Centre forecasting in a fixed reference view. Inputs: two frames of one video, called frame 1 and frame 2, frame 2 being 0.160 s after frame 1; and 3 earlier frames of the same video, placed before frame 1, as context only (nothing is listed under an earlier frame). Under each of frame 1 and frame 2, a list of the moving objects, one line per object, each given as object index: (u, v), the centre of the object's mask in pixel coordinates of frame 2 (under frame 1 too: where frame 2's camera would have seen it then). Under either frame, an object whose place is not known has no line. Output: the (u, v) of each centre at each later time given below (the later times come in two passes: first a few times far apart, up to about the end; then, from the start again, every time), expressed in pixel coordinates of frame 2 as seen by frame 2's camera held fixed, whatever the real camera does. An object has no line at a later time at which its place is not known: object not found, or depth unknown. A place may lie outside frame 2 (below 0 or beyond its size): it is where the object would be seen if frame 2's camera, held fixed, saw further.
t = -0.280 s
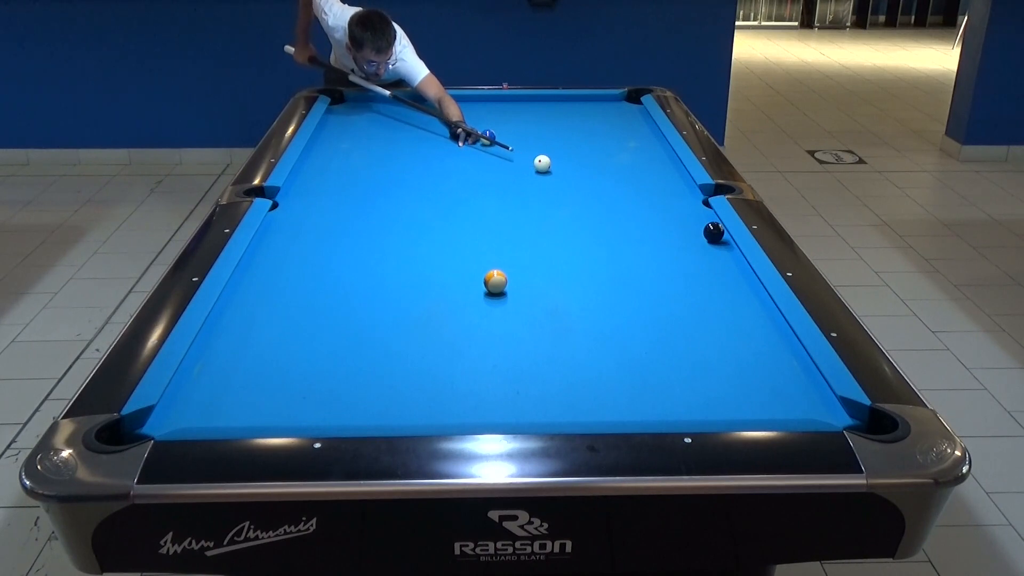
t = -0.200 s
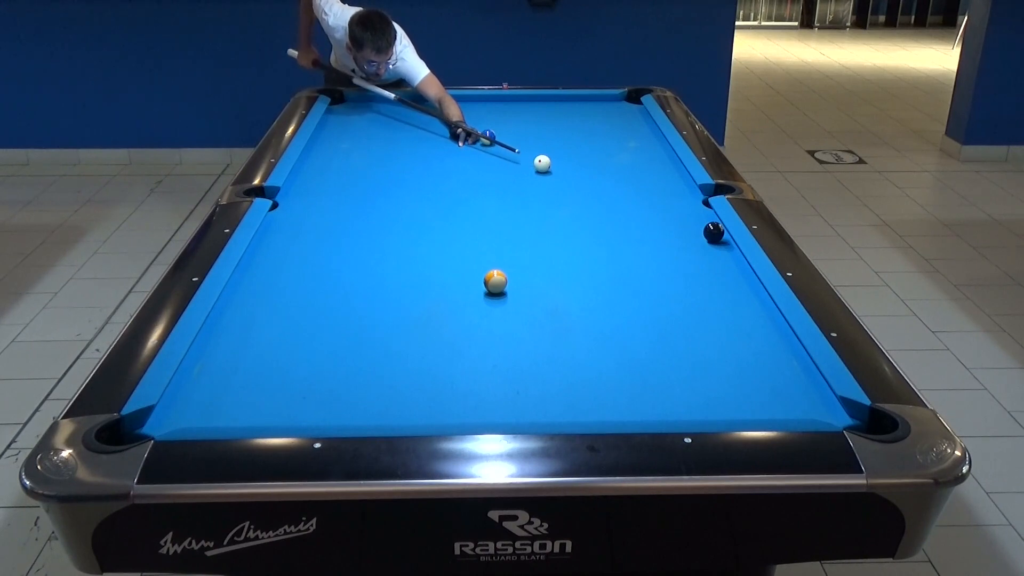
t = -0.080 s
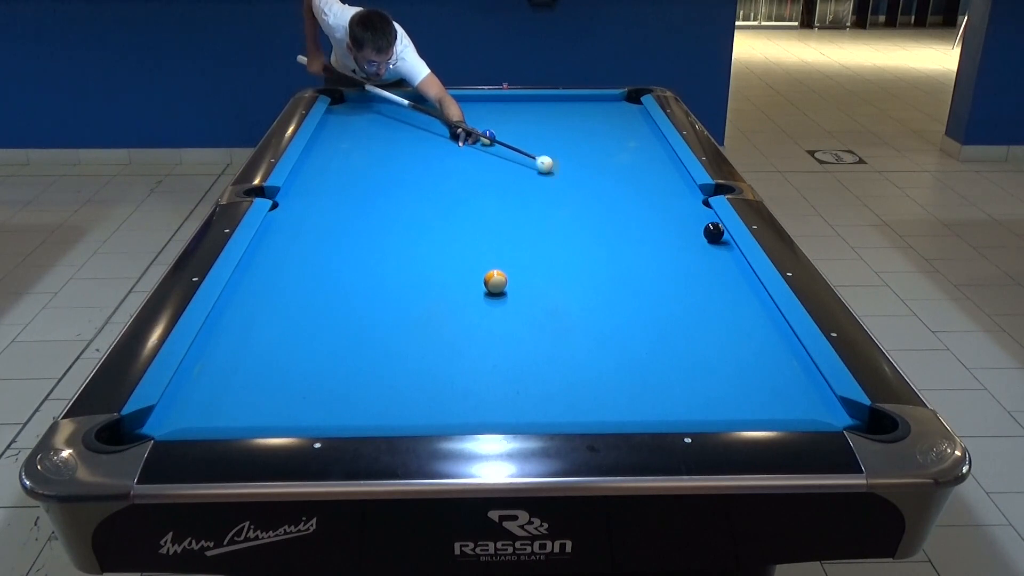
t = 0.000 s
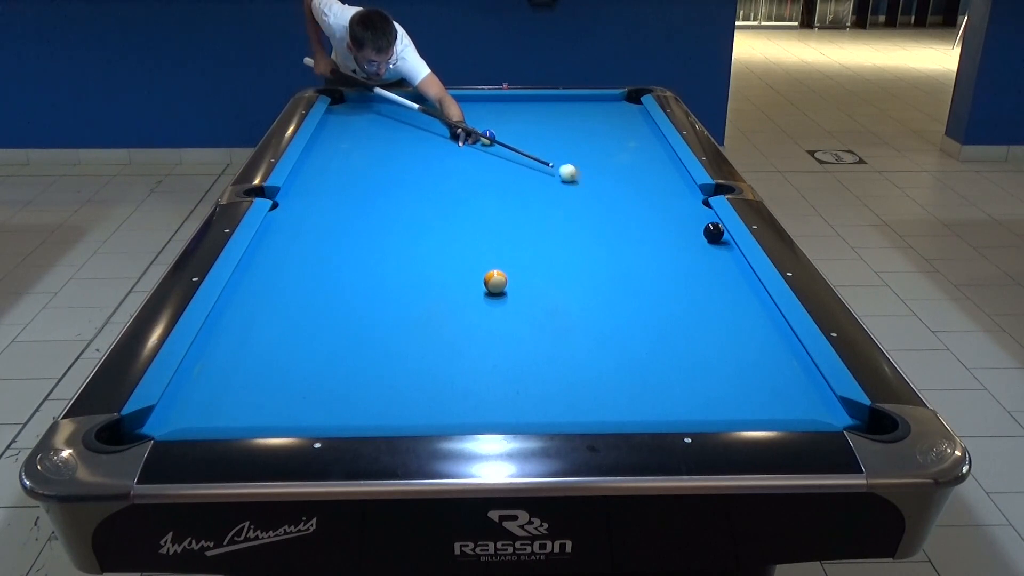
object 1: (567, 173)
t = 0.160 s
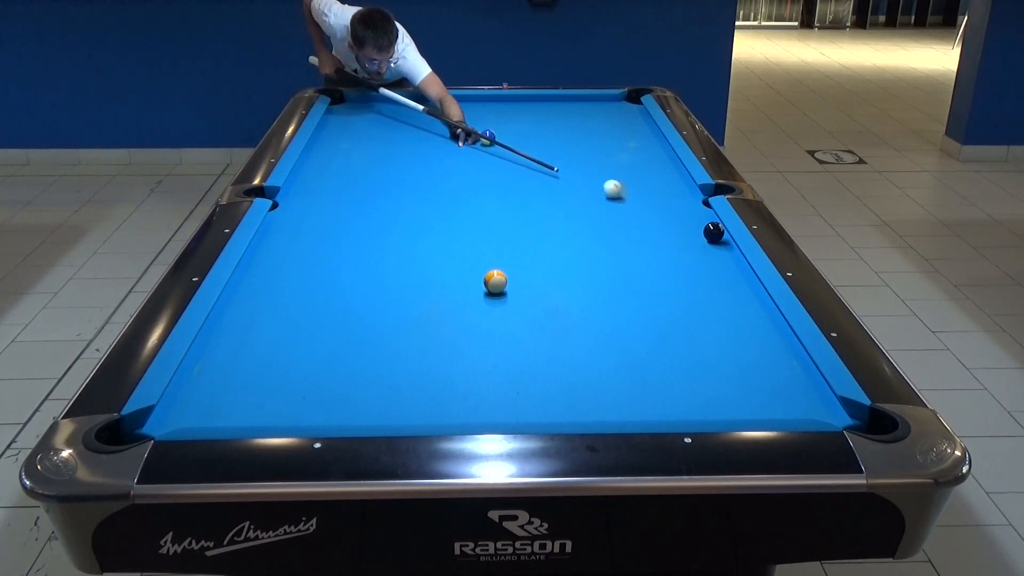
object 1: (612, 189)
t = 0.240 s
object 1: (637, 198)
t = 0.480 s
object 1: (712, 220)
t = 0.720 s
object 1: (680, 227)
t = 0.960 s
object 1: (652, 229)
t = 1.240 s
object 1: (621, 232)
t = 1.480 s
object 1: (595, 235)
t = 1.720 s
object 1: (571, 238)
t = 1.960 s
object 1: (548, 240)
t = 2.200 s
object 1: (527, 243)
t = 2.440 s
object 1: (506, 244)
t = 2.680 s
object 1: (488, 247)
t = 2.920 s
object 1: (471, 248)
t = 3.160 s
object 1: (455, 249)
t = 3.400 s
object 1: (442, 250)
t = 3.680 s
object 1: (428, 252)
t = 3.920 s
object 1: (418, 252)
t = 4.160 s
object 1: (410, 253)
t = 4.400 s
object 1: (403, 253)
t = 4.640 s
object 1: (398, 253)
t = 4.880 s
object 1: (395, 253)
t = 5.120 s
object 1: (393, 253)
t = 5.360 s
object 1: (393, 253)
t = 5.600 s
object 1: (393, 253)
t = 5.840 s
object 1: (393, 253)
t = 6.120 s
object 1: (393, 253)
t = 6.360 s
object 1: (392, 253)
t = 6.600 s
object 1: (392, 253)
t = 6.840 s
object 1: (392, 253)
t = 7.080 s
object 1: (392, 253)
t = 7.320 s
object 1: (392, 253)
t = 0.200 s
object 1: (624, 193)
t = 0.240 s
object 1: (637, 198)
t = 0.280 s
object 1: (649, 202)
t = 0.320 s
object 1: (662, 207)
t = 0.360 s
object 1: (674, 211)
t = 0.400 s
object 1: (687, 216)
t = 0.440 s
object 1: (700, 220)
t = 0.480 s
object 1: (712, 220)
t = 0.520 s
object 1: (706, 224)
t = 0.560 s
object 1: (700, 225)
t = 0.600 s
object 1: (695, 225)
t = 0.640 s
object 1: (690, 226)
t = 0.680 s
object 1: (685, 226)
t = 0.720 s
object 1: (680, 227)
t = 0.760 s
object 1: (675, 227)
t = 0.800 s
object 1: (671, 227)
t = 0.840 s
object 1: (666, 228)
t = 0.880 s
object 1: (661, 229)
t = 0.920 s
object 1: (656, 229)
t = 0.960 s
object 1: (652, 229)
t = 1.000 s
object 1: (647, 230)
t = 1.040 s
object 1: (643, 230)
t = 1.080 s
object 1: (638, 231)
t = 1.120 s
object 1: (634, 231)
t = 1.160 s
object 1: (629, 231)
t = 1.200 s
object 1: (625, 232)
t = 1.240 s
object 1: (621, 232)
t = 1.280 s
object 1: (616, 233)
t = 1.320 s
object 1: (612, 233)
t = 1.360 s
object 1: (607, 234)
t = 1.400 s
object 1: (603, 234)
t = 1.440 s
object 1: (599, 235)
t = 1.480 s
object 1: (595, 235)
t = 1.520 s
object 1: (591, 236)
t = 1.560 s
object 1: (587, 236)
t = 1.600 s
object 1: (583, 236)
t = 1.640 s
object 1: (579, 237)
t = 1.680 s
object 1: (575, 237)
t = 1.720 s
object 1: (571, 238)
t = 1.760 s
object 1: (567, 238)
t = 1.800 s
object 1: (563, 239)
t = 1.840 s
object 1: (559, 239)
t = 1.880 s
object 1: (556, 239)
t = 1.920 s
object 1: (552, 240)
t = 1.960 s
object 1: (548, 240)
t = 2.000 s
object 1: (544, 241)
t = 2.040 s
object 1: (541, 241)
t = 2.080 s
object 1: (537, 241)
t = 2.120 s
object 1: (534, 242)
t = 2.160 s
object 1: (530, 242)
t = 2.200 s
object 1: (527, 243)
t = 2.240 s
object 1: (523, 243)
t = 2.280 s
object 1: (520, 244)
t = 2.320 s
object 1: (517, 243)
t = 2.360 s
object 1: (513, 244)
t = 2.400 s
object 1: (510, 244)
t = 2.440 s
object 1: (506, 244)
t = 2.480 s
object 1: (503, 245)
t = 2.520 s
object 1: (500, 246)
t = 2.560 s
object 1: (497, 245)
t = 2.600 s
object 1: (494, 246)
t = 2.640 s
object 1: (491, 246)
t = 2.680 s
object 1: (488, 247)
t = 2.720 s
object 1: (485, 247)
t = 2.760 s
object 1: (482, 248)
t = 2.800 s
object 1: (479, 247)
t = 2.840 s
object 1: (476, 248)
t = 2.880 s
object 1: (474, 248)
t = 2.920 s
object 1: (471, 248)
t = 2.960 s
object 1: (468, 248)
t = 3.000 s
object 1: (466, 249)
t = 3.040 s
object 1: (463, 249)
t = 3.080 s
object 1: (460, 249)
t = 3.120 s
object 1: (458, 249)
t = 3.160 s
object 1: (455, 249)
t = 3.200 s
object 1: (453, 250)
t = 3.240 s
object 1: (451, 250)
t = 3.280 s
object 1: (449, 250)
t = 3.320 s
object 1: (446, 250)
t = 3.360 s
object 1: (444, 250)
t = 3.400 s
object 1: (442, 250)
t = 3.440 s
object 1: (440, 250)
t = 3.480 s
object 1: (438, 251)
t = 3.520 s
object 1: (436, 251)
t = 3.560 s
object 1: (434, 251)
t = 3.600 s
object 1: (432, 251)
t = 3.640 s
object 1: (430, 251)
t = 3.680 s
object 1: (428, 252)
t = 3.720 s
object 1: (426, 251)
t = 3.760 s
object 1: (424, 252)
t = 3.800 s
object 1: (423, 252)
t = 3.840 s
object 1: (421, 252)
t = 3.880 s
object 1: (420, 252)
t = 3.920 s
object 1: (418, 252)
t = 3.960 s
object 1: (416, 252)
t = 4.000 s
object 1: (415, 252)
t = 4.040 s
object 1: (414, 252)
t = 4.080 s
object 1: (412, 252)
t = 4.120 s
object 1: (411, 252)
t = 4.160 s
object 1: (410, 253)
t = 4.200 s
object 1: (409, 253)
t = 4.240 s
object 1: (407, 253)
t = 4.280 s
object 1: (406, 253)
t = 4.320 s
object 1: (405, 253)
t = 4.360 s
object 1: (404, 253)
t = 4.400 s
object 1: (403, 253)
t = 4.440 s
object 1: (402, 253)
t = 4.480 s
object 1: (401, 253)
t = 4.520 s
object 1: (401, 253)
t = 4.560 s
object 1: (400, 253)
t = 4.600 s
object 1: (399, 253)
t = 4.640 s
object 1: (398, 253)
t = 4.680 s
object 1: (398, 253)
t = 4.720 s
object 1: (397, 253)
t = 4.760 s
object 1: (396, 253)
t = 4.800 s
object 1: (396, 253)
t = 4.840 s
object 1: (395, 253)
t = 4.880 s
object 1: (395, 253)
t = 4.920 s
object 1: (394, 253)
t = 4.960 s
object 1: (394, 253)
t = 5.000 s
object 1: (394, 253)
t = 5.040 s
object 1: (394, 253)
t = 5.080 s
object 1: (393, 253)
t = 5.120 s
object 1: (393, 253)
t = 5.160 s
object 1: (393, 253)
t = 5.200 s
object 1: (393, 253)
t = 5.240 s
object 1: (393, 253)
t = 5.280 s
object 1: (393, 253)
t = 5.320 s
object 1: (393, 253)
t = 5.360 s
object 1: (393, 253)
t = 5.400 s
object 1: (393, 253)
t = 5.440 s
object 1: (393, 253)
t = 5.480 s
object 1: (393, 253)
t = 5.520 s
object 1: (393, 253)
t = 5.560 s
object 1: (393, 253)
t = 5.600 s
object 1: (393, 253)
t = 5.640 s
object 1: (393, 253)
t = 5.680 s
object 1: (393, 253)
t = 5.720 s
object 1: (393, 253)
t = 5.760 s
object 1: (393, 253)
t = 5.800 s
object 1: (393, 253)
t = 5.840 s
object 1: (393, 253)
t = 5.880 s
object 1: (393, 253)
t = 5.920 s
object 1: (393, 253)
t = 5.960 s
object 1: (393, 253)
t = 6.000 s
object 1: (393, 253)
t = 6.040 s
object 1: (393, 253)
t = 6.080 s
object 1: (393, 253)
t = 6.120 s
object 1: (393, 253)
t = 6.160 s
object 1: (393, 253)
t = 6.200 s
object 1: (393, 253)
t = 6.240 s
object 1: (393, 253)
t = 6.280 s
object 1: (392, 253)
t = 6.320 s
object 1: (392, 253)
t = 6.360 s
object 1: (392, 253)
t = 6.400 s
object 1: (392, 253)
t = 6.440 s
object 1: (392, 253)
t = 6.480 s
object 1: (392, 253)
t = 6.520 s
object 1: (392, 253)
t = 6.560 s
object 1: (392, 253)
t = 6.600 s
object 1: (392, 253)
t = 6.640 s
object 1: (392, 253)
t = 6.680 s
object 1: (392, 253)
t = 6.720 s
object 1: (392, 253)
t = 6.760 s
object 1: (392, 253)
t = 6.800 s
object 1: (392, 253)
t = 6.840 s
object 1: (392, 253)
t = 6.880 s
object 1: (392, 253)
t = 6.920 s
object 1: (392, 253)
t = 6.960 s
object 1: (392, 253)
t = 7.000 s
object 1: (392, 253)
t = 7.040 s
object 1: (392, 253)
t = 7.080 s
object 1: (392, 253)
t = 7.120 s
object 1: (392, 253)
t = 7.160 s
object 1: (392, 253)
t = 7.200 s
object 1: (392, 253)
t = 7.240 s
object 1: (392, 253)
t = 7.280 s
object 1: (392, 253)
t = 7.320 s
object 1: (392, 253)
